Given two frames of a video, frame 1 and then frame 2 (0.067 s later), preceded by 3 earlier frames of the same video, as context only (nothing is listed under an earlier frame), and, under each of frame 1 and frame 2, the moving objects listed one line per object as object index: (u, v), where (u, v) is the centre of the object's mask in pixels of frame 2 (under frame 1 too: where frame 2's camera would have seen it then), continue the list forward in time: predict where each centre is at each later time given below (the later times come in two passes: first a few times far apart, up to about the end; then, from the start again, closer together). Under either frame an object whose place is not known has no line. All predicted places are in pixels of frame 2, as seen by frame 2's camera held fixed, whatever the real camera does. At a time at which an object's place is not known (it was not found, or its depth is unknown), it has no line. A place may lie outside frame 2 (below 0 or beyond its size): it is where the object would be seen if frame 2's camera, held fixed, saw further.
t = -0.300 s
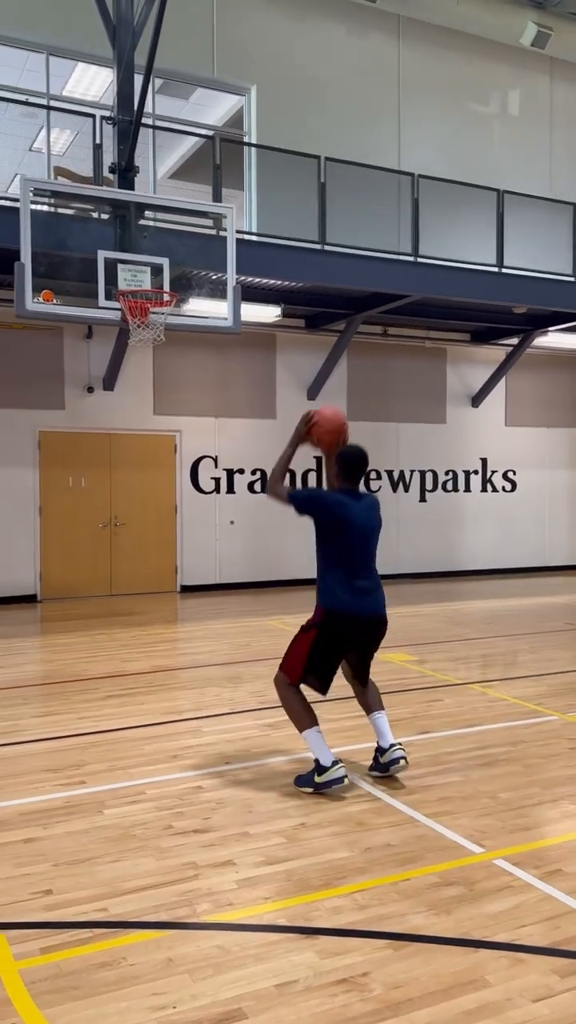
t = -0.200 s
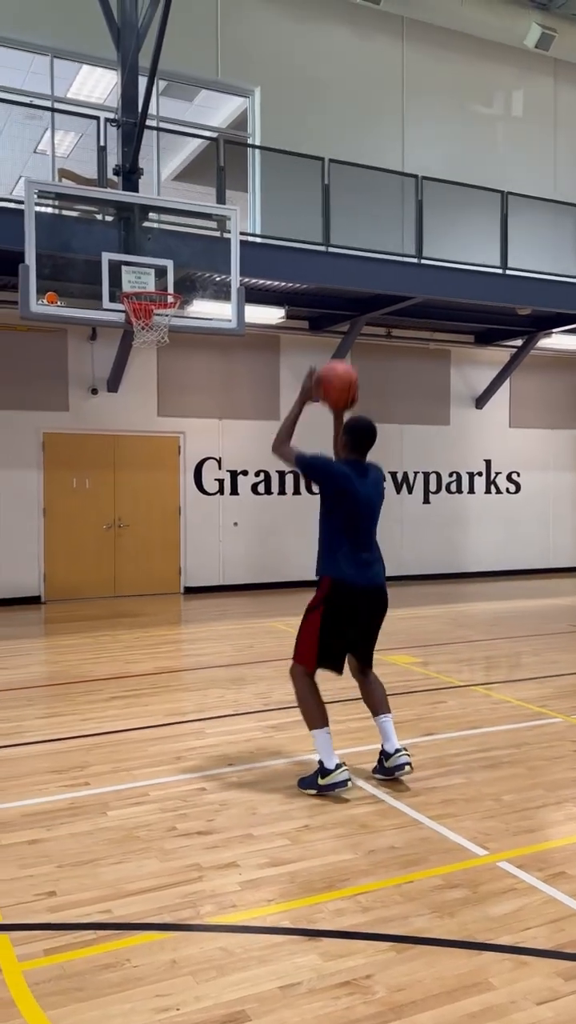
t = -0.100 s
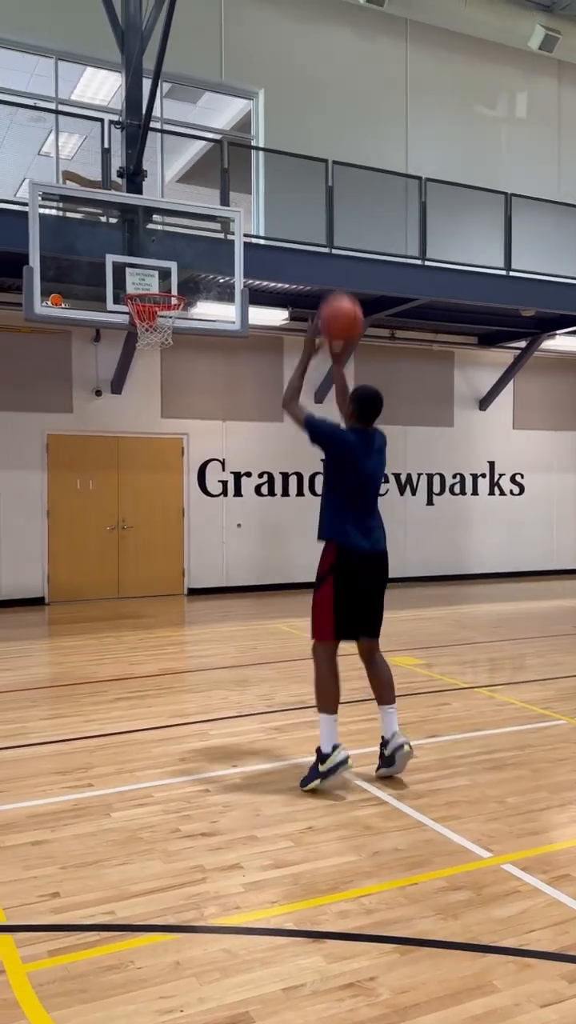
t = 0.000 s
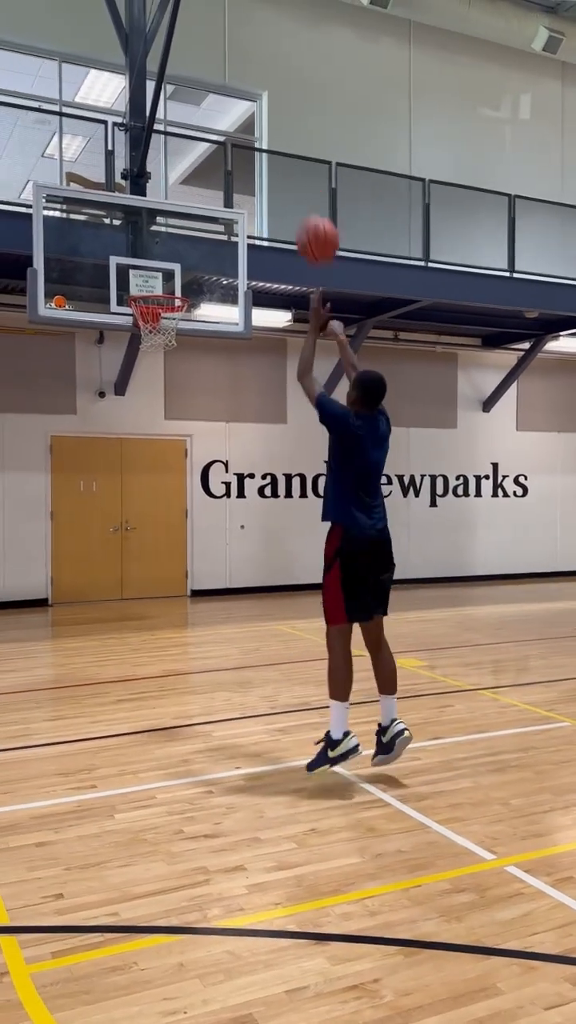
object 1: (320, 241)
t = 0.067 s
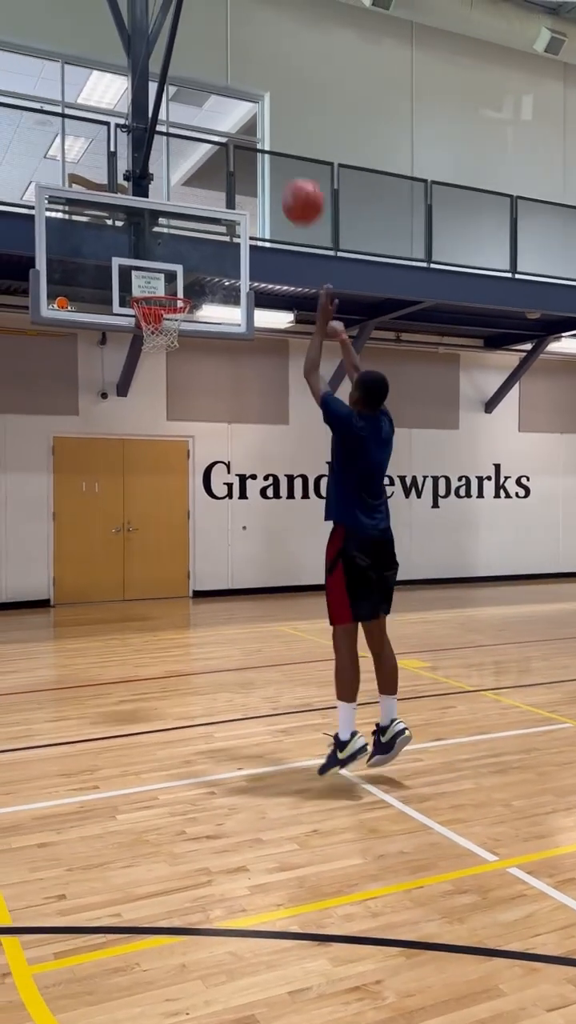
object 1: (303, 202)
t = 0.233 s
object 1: (265, 149)
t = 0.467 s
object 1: (221, 152)
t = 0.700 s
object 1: (186, 226)
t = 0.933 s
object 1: (162, 332)
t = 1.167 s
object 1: (149, 385)
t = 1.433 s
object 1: (137, 520)
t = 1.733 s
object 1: (124, 586)
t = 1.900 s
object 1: (118, 510)
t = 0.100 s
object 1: (295, 187)
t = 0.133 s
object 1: (286, 174)
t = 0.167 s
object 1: (279, 164)
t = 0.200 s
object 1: (272, 155)
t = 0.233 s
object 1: (265, 149)
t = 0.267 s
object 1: (258, 143)
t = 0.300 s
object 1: (252, 141)
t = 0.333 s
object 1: (245, 139)
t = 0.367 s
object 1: (239, 140)
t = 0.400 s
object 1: (233, 143)
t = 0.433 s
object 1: (227, 147)
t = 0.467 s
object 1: (221, 152)
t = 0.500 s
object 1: (216, 158)
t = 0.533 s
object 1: (210, 167)
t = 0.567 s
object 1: (205, 176)
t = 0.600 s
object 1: (200, 187)
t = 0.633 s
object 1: (195, 198)
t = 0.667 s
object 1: (191, 212)
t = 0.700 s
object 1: (186, 226)
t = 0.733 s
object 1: (181, 242)
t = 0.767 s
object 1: (178, 257)
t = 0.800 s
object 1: (174, 273)
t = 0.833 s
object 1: (170, 287)
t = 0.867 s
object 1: (160, 314)
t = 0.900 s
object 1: (163, 318)
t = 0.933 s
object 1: (162, 332)
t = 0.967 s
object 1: (158, 337)
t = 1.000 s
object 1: (157, 342)
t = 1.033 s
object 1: (155, 346)
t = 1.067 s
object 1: (153, 355)
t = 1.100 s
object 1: (151, 364)
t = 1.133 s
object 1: (150, 373)
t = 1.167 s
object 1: (149, 385)
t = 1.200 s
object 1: (148, 397)
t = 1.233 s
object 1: (146, 411)
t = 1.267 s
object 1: (144, 426)
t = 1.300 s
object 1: (142, 442)
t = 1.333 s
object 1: (141, 461)
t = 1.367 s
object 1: (140, 479)
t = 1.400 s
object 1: (138, 499)
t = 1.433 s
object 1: (137, 520)
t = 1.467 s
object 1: (135, 543)
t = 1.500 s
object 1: (133, 566)
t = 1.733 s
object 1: (124, 586)
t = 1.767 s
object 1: (123, 567)
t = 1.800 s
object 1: (122, 552)
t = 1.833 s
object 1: (121, 536)
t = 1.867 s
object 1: (120, 522)
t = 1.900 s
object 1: (118, 510)
